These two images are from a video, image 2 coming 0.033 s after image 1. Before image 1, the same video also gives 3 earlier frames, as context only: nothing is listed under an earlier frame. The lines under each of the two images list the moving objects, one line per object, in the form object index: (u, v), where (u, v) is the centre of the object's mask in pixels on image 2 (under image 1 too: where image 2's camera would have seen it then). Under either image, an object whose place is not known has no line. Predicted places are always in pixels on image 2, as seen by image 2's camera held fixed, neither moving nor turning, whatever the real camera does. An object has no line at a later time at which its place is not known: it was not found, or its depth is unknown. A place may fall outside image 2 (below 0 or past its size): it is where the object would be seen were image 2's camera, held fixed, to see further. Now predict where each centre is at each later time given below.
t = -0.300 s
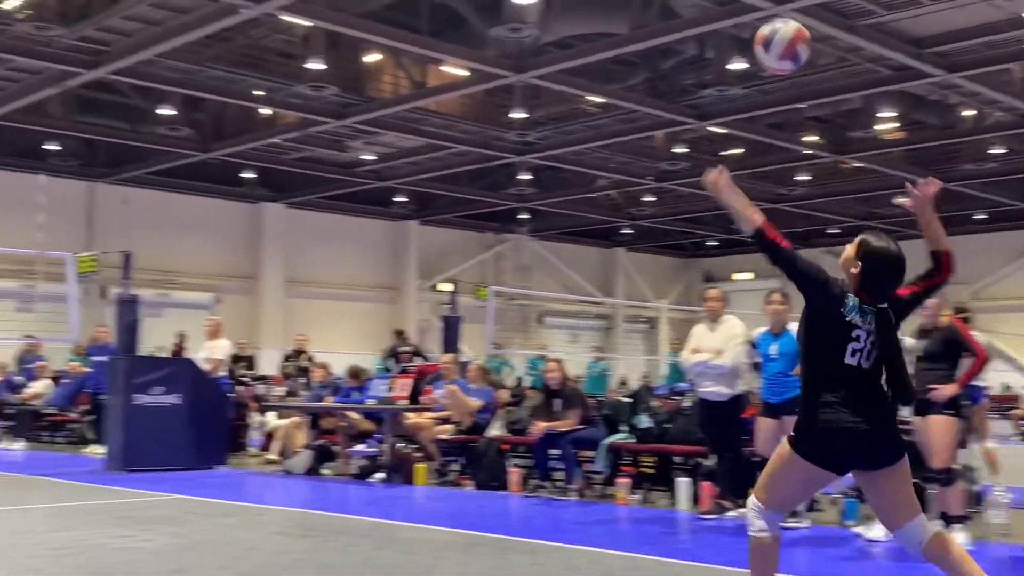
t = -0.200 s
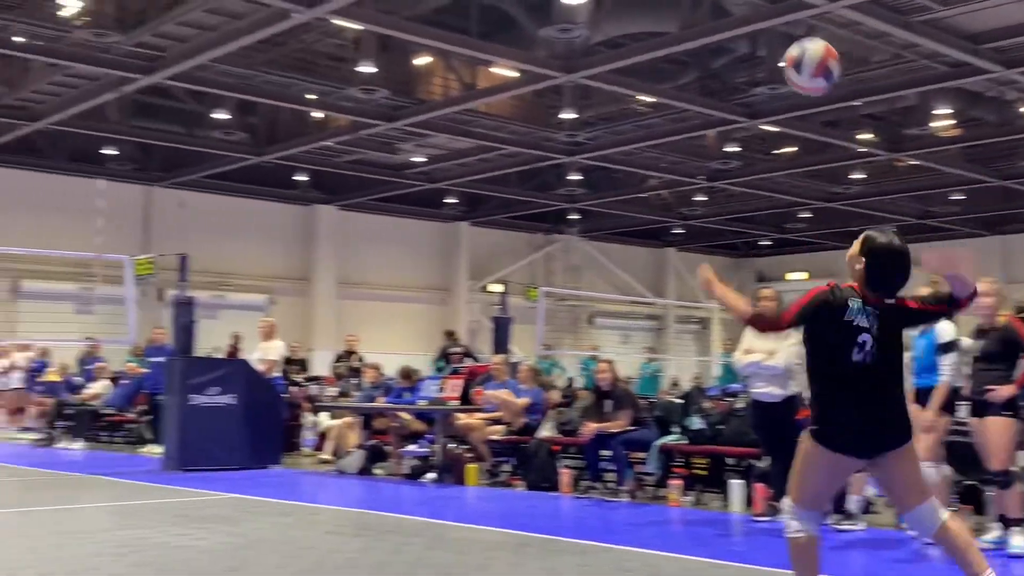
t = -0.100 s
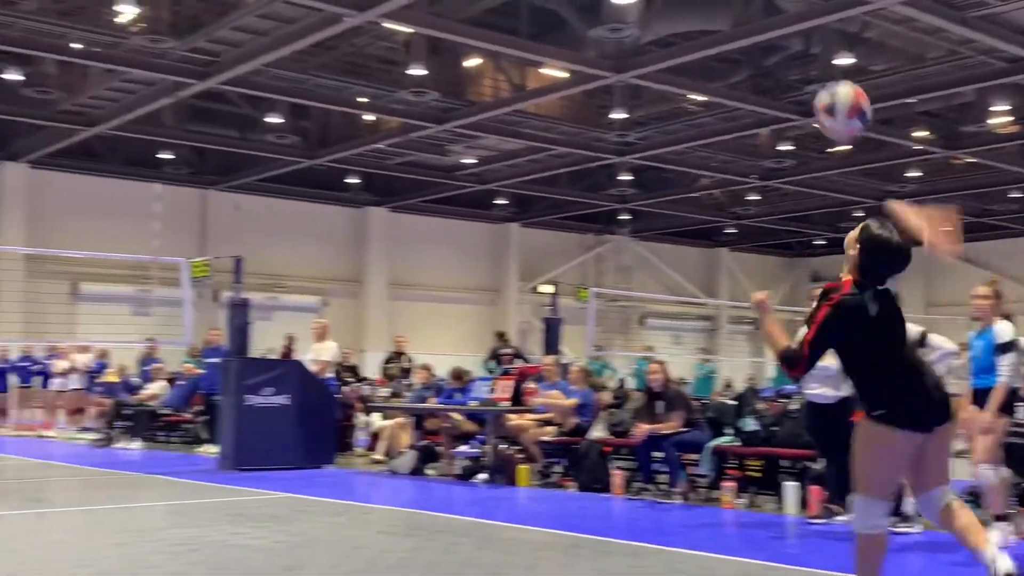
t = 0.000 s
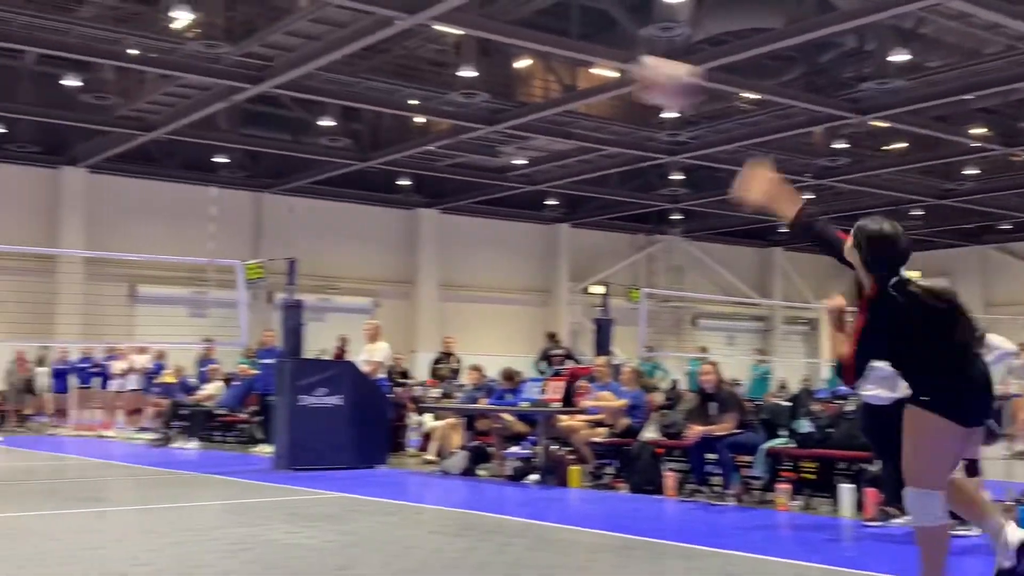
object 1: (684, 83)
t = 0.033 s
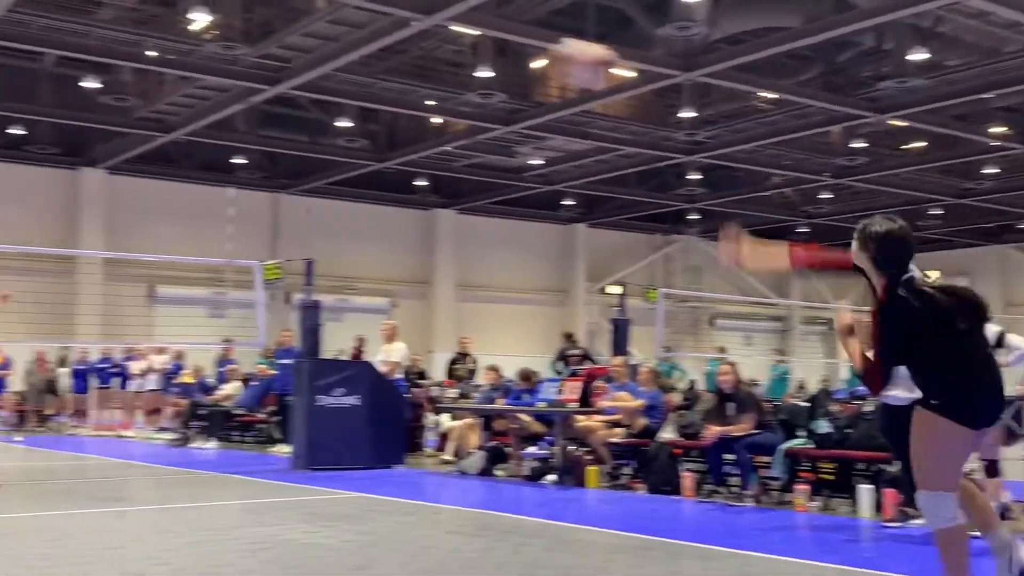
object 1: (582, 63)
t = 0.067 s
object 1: (494, 48)
